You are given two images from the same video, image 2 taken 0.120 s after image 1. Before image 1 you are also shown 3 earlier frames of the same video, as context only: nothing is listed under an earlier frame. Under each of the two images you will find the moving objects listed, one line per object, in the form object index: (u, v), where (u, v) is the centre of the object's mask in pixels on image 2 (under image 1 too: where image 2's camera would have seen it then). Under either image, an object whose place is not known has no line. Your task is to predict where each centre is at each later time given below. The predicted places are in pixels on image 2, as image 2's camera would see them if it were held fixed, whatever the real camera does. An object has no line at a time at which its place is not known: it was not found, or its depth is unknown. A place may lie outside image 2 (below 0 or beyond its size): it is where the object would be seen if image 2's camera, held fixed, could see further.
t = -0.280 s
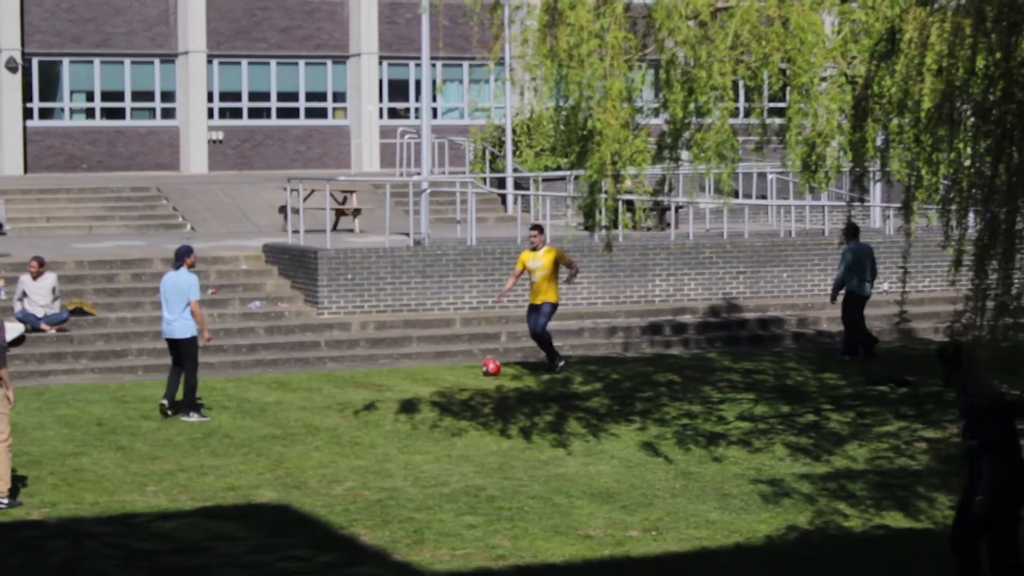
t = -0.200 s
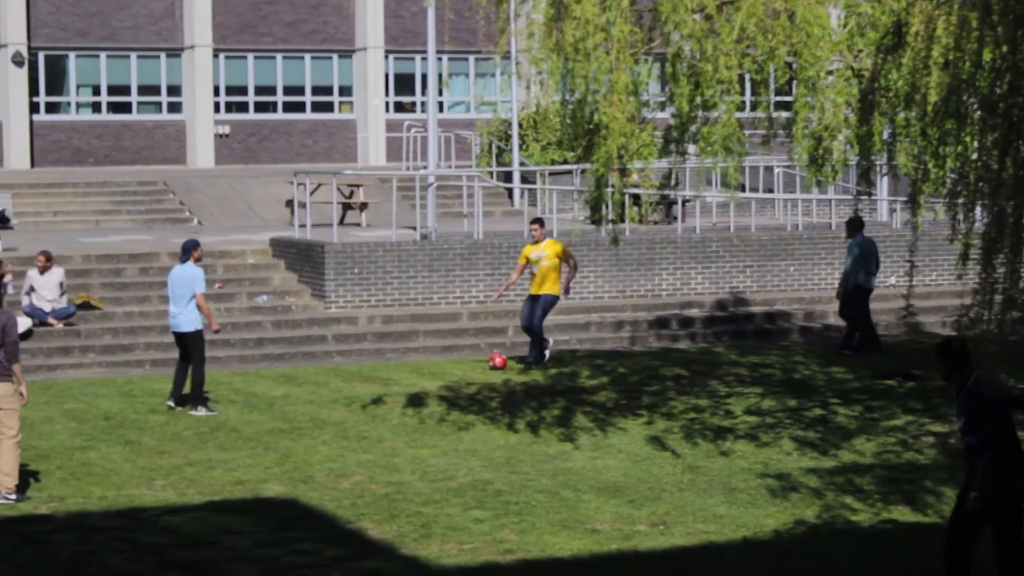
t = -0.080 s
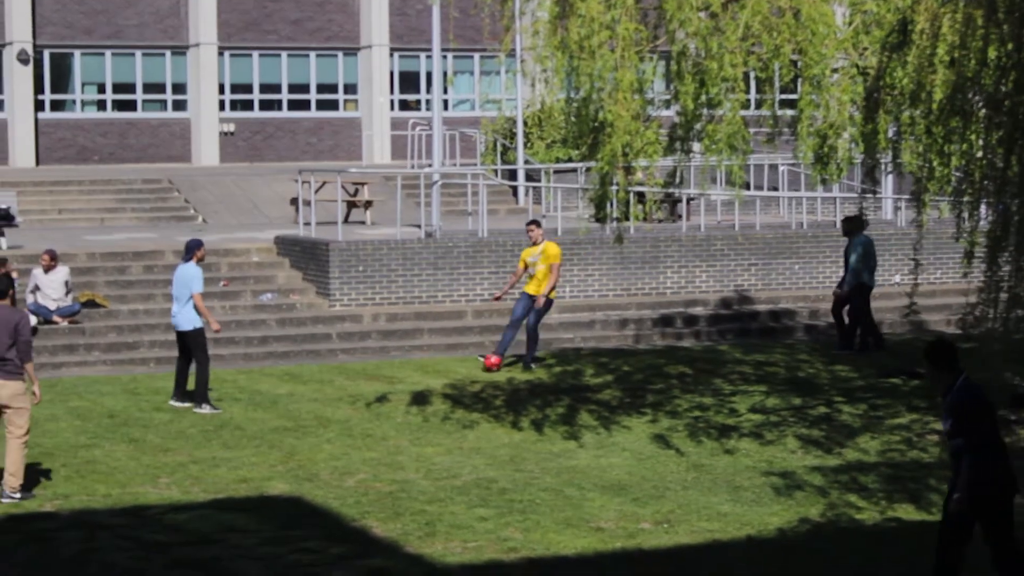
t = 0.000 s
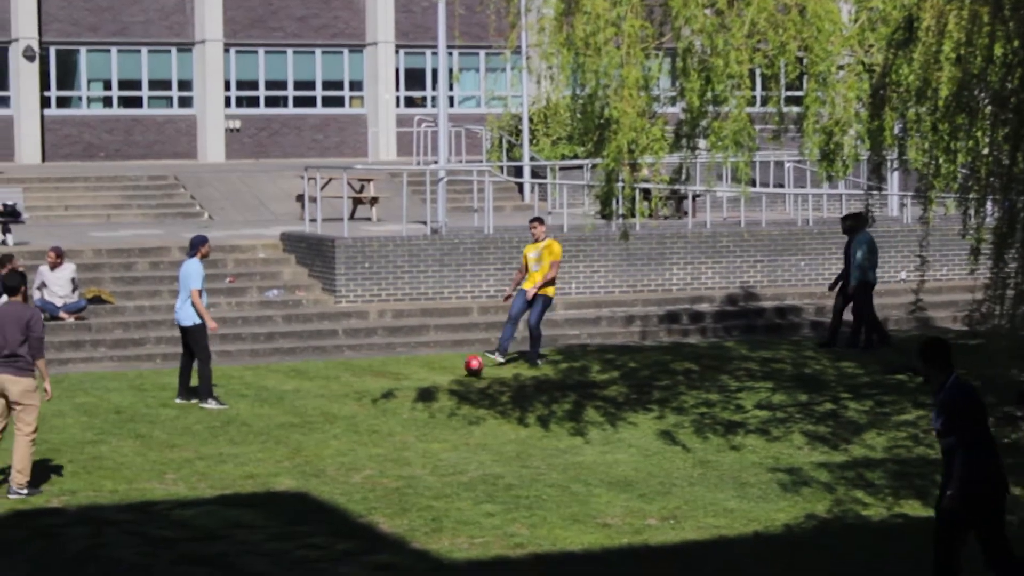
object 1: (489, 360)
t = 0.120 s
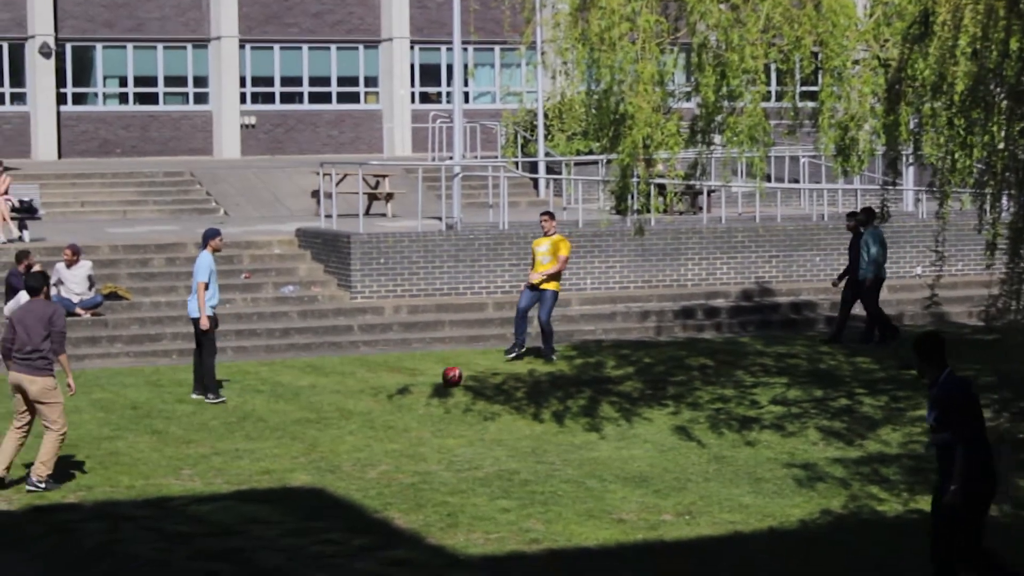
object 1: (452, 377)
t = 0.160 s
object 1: (441, 381)
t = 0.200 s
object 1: (430, 385)
